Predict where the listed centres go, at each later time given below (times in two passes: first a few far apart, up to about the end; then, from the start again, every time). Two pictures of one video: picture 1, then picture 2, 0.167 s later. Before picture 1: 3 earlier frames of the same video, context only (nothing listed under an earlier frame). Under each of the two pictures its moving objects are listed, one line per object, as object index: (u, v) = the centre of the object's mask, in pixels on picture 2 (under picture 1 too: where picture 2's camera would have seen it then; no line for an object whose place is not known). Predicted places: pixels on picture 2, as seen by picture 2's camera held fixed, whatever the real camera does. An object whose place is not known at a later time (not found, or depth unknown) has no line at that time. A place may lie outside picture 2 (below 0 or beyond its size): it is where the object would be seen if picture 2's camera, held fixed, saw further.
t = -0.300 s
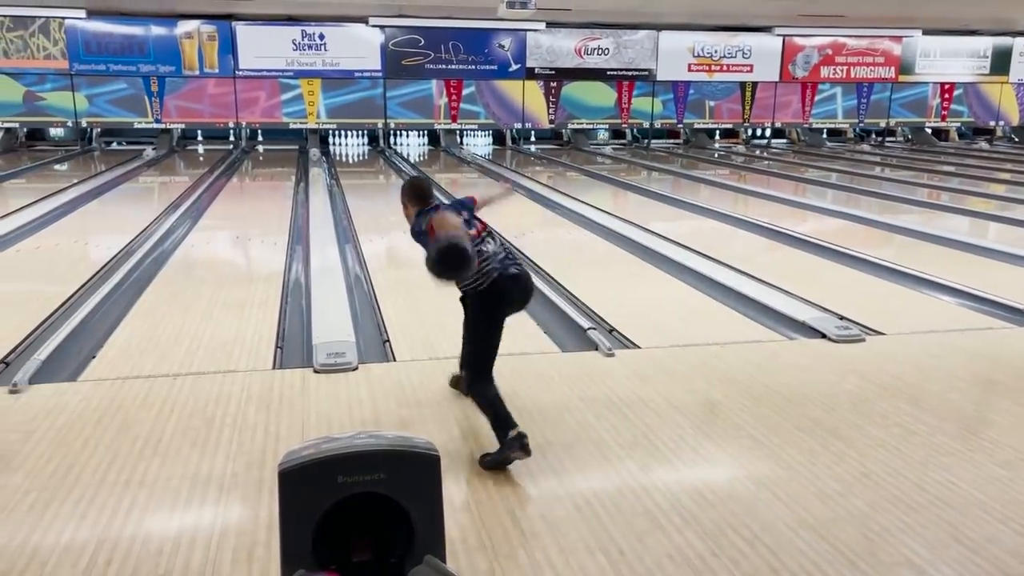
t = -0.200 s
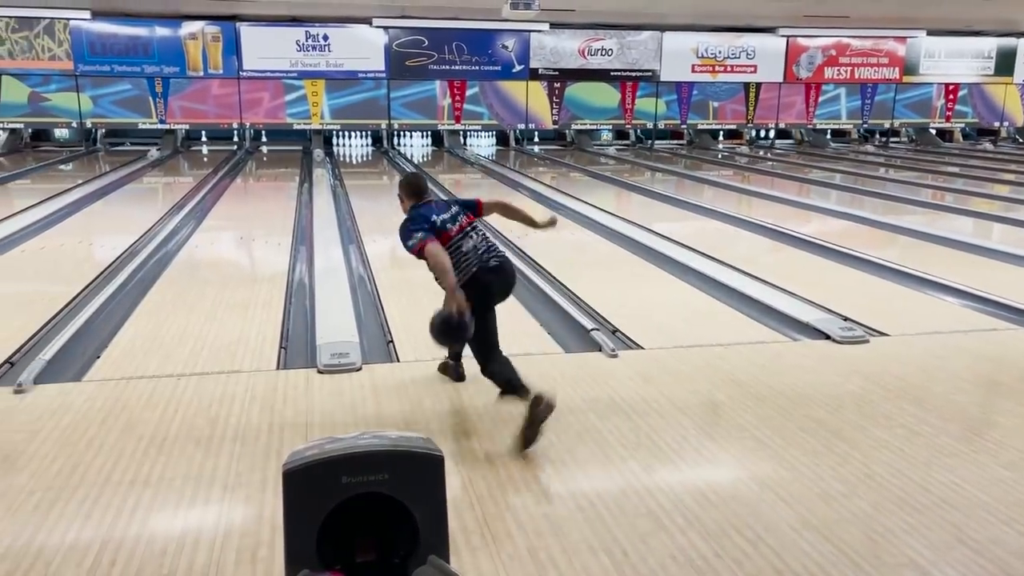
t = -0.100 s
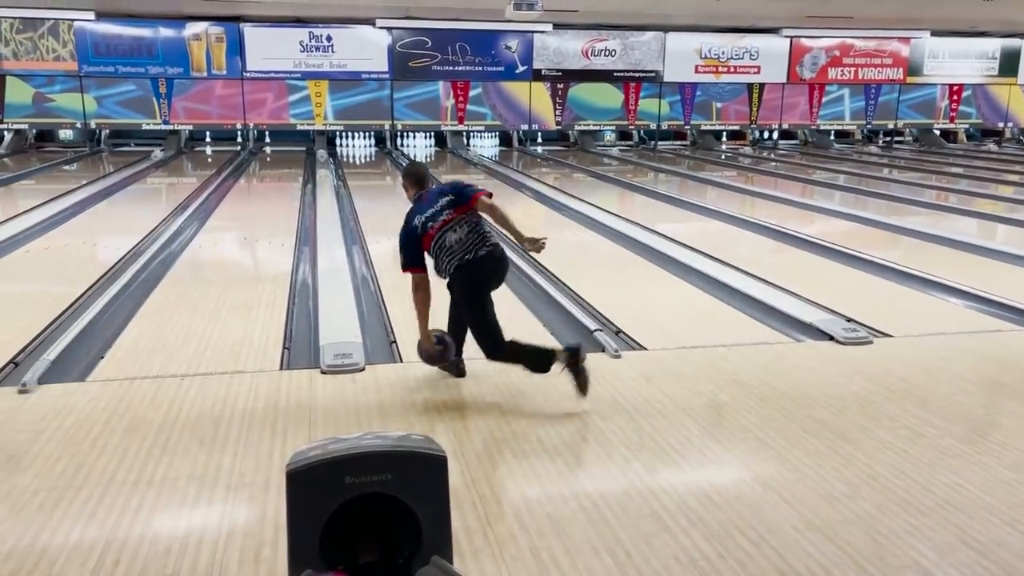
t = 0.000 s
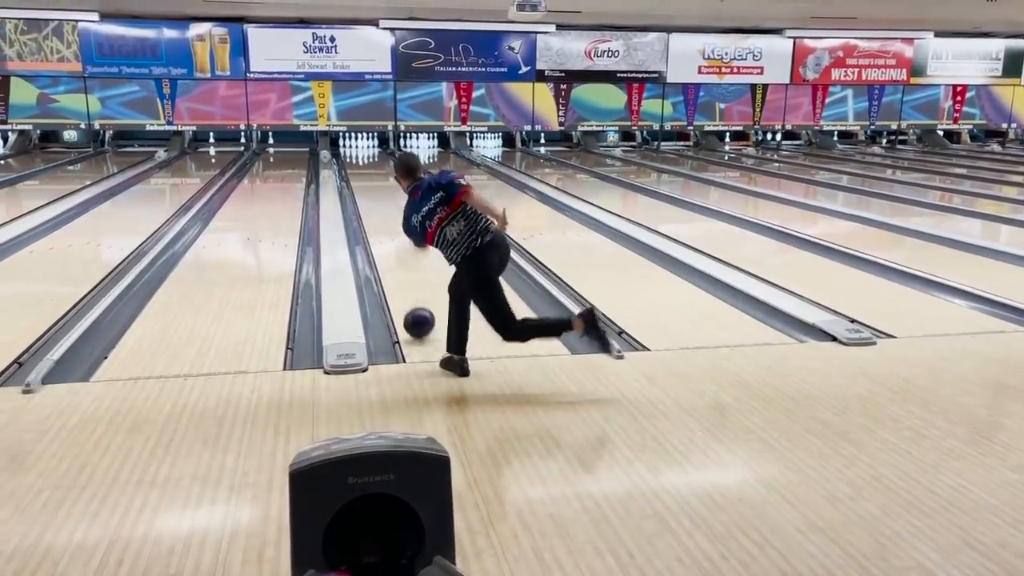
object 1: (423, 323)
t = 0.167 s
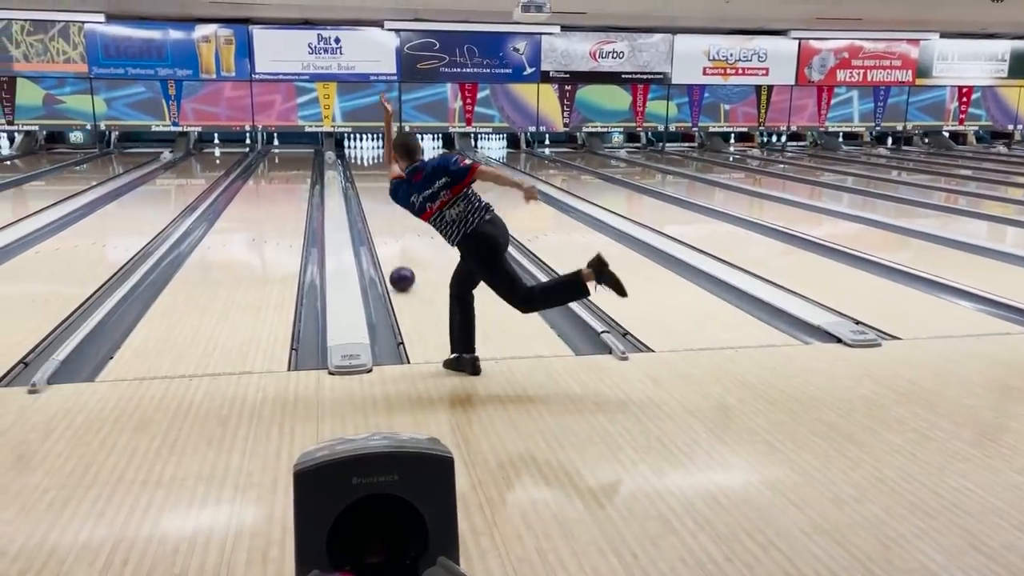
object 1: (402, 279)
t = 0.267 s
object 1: (393, 258)
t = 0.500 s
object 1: (378, 227)
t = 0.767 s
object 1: (368, 199)
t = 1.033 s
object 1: (361, 182)
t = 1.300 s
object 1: (358, 169)
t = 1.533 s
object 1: (357, 161)
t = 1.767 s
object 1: (359, 152)
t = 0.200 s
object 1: (399, 272)
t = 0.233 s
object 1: (396, 265)
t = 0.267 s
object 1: (393, 258)
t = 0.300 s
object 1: (390, 253)
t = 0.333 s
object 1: (388, 247)
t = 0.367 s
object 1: (386, 242)
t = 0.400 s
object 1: (383, 238)
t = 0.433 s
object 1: (382, 233)
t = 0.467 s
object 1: (380, 229)
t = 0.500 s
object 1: (378, 227)
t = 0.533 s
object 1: (374, 216)
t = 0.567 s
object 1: (374, 217)
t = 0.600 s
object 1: (374, 215)
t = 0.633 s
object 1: (372, 211)
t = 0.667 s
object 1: (371, 208)
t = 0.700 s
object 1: (370, 205)
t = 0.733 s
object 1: (369, 202)
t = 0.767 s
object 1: (368, 199)
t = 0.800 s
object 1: (367, 197)
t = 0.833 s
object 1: (366, 194)
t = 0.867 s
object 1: (365, 192)
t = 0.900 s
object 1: (364, 190)
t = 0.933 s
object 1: (364, 188)
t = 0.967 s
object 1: (363, 186)
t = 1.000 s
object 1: (362, 184)
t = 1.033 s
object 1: (361, 182)
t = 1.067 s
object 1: (361, 180)
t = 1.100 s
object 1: (360, 178)
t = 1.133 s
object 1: (360, 176)
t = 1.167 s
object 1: (360, 175)
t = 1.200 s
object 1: (359, 173)
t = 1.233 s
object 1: (359, 172)
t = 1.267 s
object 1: (359, 171)
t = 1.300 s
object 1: (358, 169)
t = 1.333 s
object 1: (357, 168)
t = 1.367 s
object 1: (358, 167)
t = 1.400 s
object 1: (358, 166)
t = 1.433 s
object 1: (357, 164)
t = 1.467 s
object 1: (357, 163)
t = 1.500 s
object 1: (357, 162)
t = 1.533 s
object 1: (357, 161)
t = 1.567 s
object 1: (357, 160)
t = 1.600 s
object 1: (357, 159)
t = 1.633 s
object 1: (358, 158)
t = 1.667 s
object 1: (358, 157)
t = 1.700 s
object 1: (358, 156)
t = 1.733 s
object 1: (358, 155)
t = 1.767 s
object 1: (359, 152)
